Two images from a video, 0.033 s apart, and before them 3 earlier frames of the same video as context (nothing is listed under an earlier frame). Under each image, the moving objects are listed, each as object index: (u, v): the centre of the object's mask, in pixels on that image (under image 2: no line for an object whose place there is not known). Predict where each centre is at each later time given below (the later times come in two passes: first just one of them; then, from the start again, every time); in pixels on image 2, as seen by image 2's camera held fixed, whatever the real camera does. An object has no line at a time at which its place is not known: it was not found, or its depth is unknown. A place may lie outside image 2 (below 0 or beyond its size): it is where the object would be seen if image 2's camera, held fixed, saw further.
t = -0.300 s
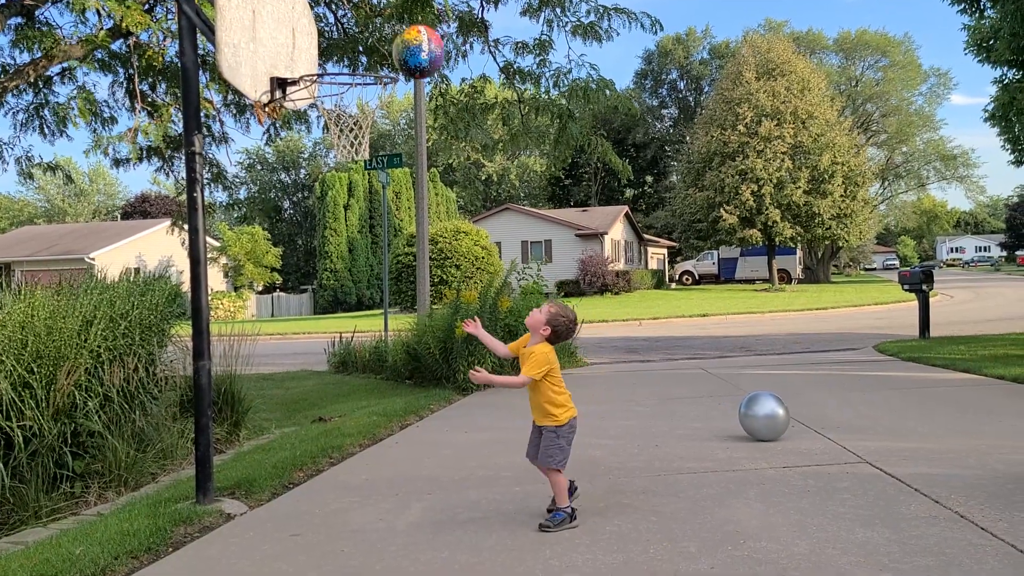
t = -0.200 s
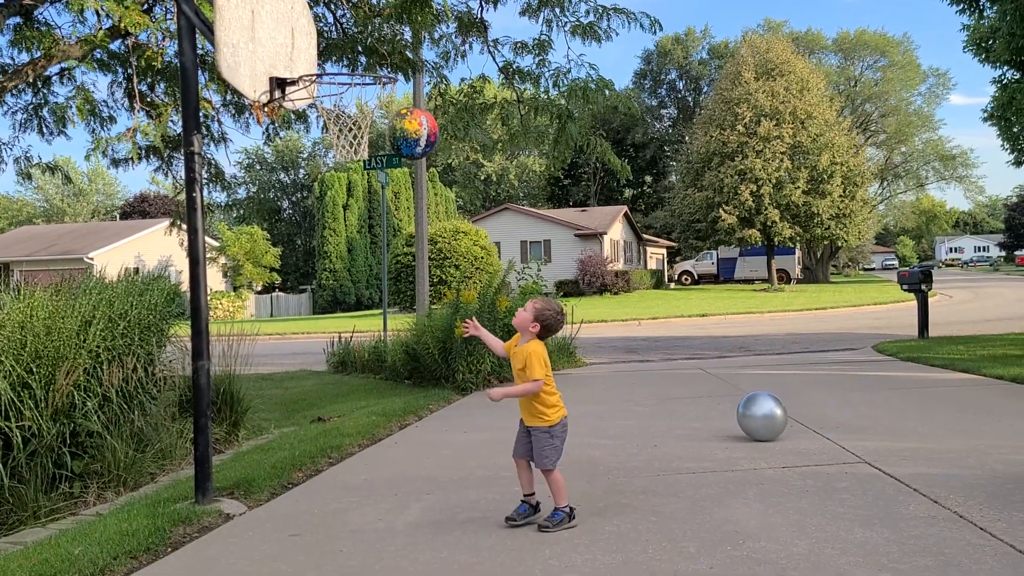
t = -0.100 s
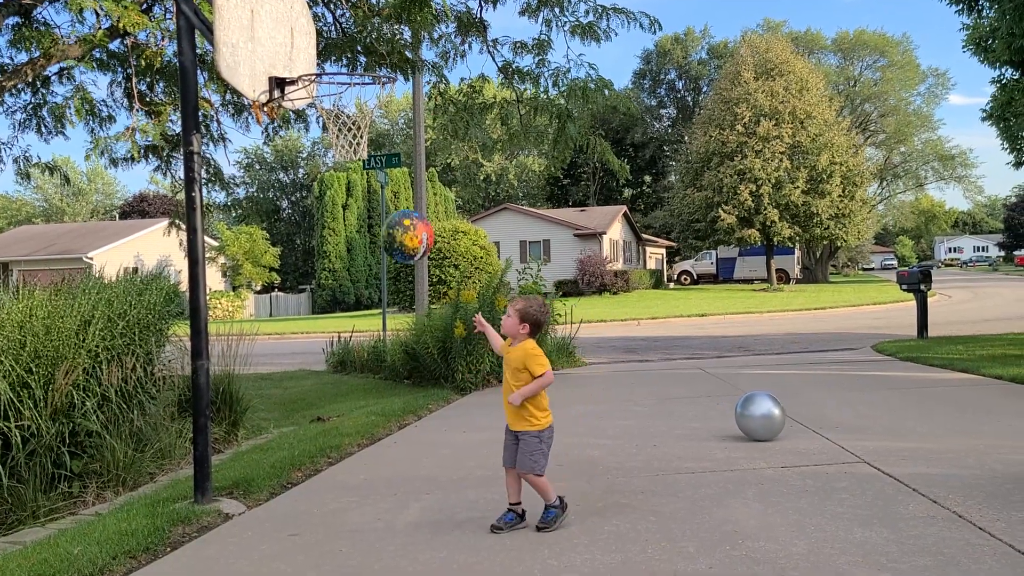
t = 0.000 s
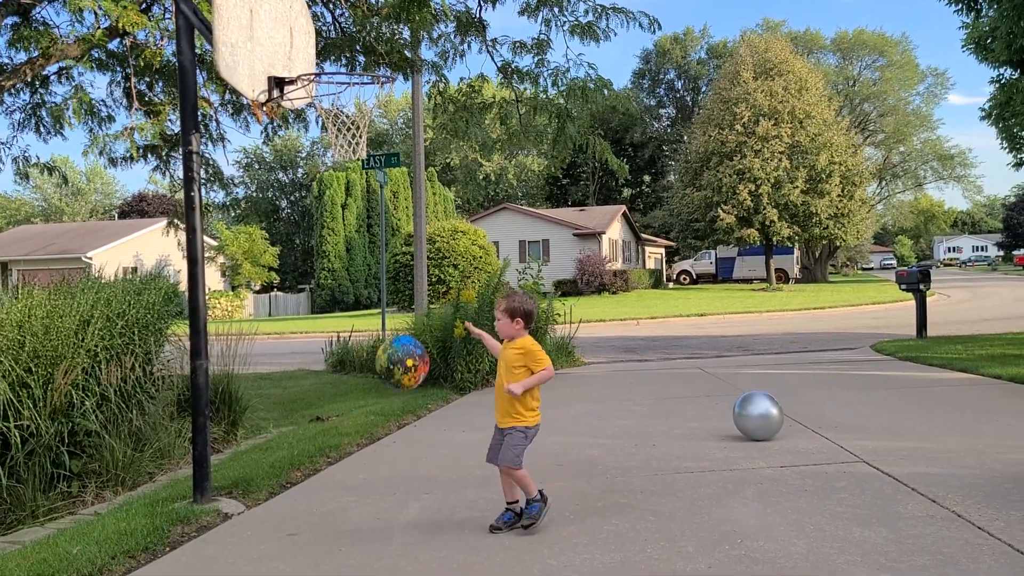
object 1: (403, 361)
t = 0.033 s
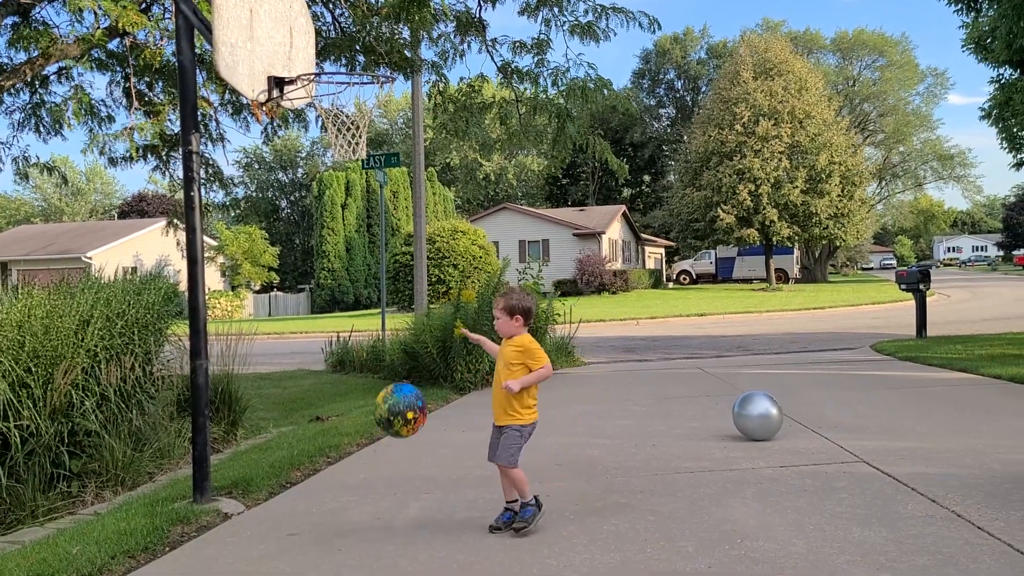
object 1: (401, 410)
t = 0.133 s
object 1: (397, 502)
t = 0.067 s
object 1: (399, 460)
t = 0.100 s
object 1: (398, 514)
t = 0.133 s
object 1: (397, 502)
